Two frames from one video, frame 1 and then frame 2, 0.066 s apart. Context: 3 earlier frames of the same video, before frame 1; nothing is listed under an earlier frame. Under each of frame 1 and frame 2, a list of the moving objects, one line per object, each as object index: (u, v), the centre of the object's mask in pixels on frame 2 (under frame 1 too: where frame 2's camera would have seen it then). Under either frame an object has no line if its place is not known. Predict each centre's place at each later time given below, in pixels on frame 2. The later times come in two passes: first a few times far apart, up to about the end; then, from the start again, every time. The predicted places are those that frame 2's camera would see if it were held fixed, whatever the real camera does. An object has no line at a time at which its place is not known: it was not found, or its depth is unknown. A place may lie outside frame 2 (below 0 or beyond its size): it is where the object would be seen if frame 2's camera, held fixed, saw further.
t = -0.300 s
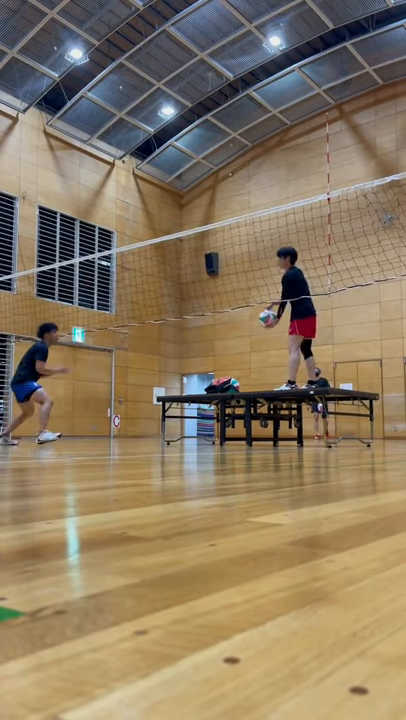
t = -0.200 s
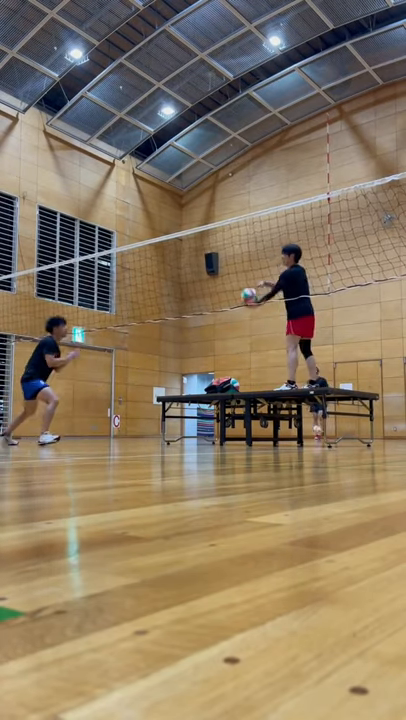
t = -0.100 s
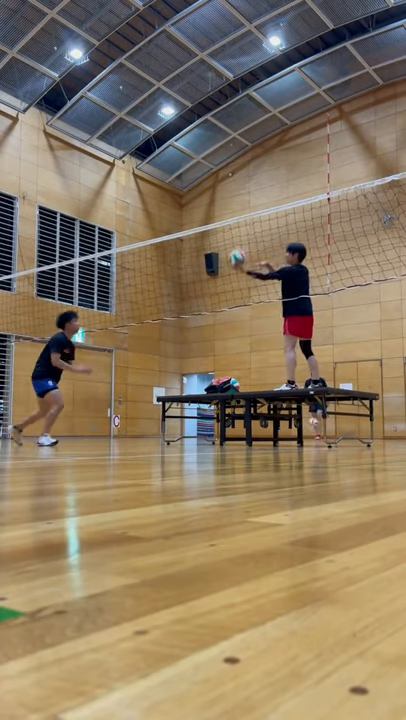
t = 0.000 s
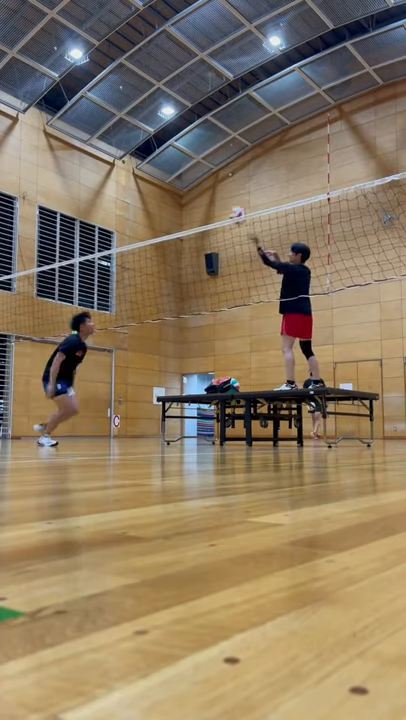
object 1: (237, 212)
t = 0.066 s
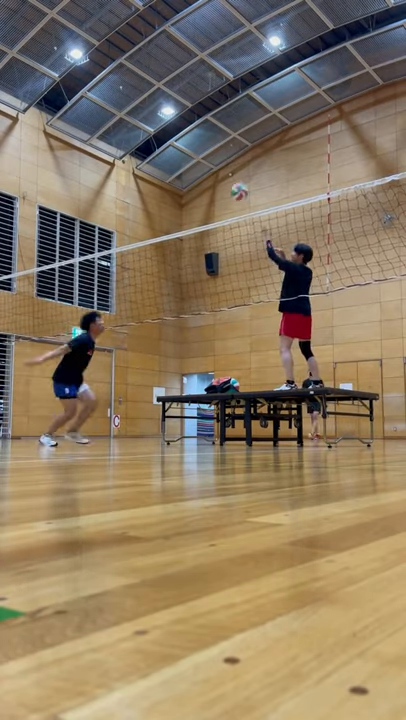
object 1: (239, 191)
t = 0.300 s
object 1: (244, 136)
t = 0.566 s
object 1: (250, 125)
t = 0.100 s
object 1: (239, 180)
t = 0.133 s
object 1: (240, 169)
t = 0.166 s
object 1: (240, 162)
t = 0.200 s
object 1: (242, 154)
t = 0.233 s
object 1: (242, 147)
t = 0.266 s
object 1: (243, 141)
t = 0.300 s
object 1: (244, 136)
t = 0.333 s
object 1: (245, 132)
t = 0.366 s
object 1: (246, 128)
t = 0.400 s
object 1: (246, 126)
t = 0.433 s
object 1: (246, 125)
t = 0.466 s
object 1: (247, 122)
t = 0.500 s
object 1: (248, 122)
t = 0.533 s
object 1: (249, 123)
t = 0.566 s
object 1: (250, 125)
